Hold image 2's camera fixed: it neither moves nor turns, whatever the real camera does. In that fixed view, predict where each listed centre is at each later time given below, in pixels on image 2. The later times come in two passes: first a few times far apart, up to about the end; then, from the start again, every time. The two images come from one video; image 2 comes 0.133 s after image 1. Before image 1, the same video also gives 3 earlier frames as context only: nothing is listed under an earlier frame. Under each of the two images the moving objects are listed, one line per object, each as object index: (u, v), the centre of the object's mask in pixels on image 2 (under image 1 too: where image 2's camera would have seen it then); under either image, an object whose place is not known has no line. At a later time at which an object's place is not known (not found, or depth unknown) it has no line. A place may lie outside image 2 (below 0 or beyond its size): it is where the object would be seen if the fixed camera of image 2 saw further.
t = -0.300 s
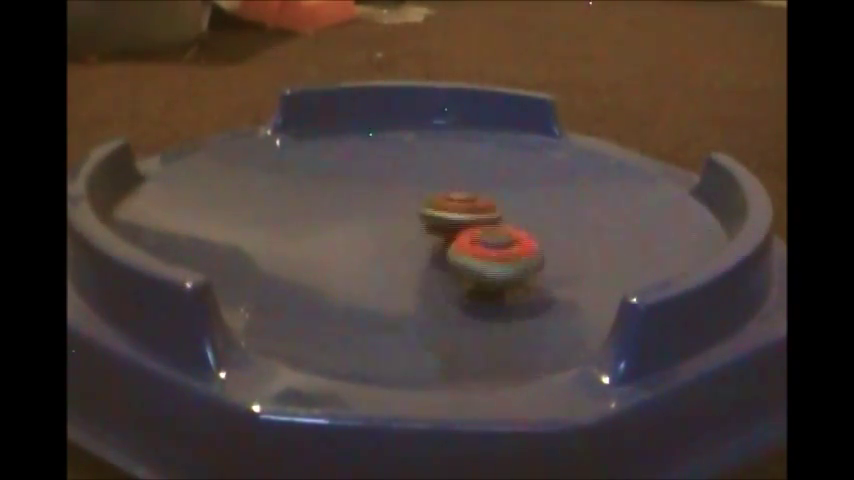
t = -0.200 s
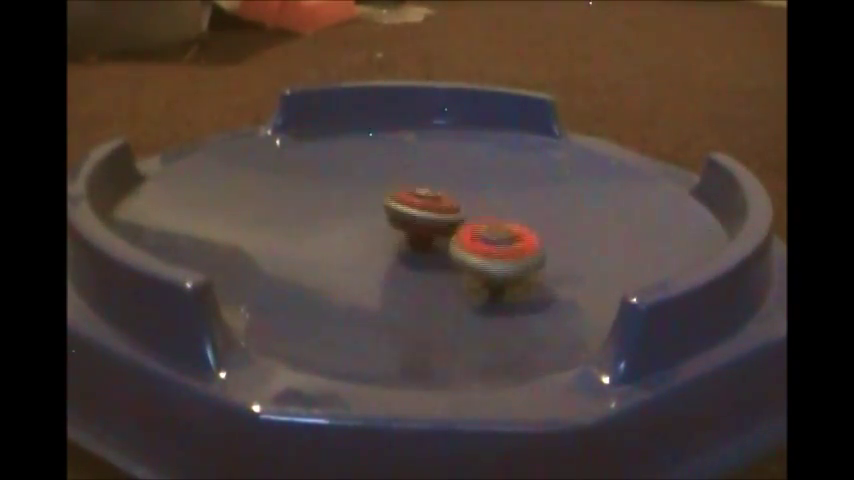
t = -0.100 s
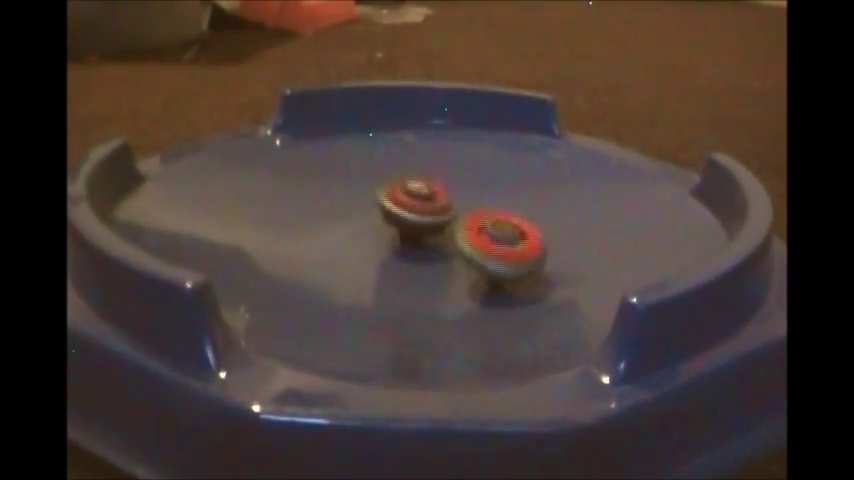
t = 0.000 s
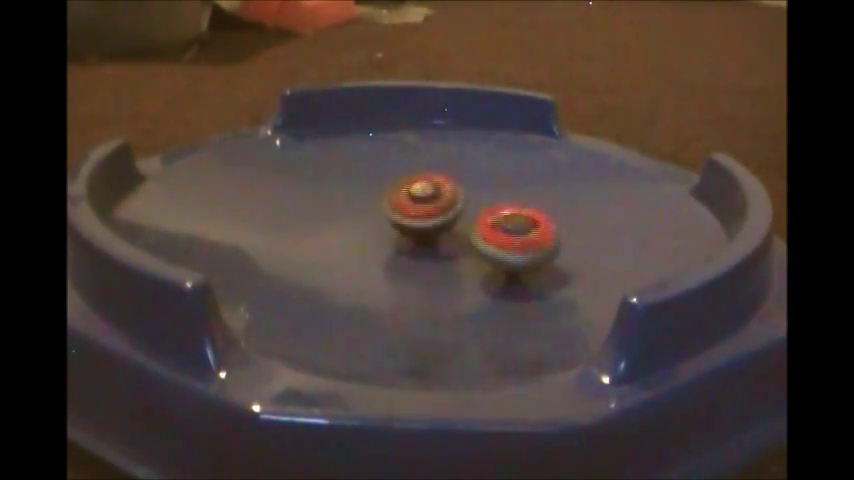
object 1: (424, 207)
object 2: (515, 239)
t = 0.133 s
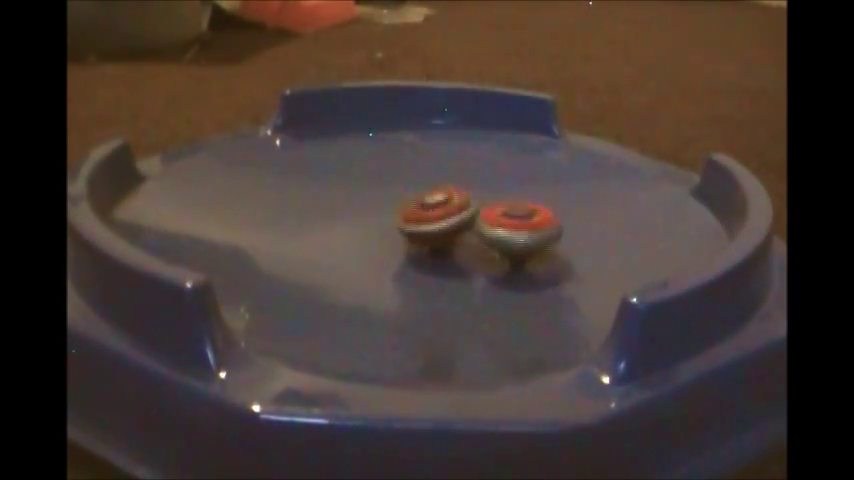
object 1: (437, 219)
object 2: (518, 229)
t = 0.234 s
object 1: (422, 225)
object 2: (514, 228)
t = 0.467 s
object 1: (377, 226)
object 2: (507, 223)
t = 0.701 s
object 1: (371, 220)
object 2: (500, 217)
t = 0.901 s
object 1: (395, 222)
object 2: (492, 212)
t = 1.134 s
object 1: (431, 242)
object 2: (489, 209)
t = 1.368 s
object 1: (443, 265)
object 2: (477, 208)
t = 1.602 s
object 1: (431, 269)
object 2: (472, 209)
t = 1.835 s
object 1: (436, 255)
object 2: (469, 205)
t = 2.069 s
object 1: (476, 245)
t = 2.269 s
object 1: (509, 247)
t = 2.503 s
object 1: (496, 249)
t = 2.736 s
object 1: (466, 240)
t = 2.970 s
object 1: (419, 225)
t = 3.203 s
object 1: (408, 210)
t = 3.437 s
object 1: (415, 215)
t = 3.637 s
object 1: (407, 218)
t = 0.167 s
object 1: (435, 220)
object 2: (516, 229)
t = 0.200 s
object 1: (429, 222)
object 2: (516, 228)
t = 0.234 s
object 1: (422, 225)
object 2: (514, 228)
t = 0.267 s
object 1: (413, 226)
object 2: (511, 228)
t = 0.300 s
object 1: (408, 227)
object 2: (510, 226)
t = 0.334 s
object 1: (400, 228)
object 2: (510, 227)
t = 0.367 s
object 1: (393, 229)
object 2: (511, 226)
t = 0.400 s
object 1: (387, 228)
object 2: (511, 225)
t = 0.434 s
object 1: (381, 227)
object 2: (510, 225)
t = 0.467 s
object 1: (377, 226)
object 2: (507, 223)
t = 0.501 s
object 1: (372, 225)
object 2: (507, 221)
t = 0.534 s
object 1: (371, 225)
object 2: (507, 221)
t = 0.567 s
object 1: (370, 224)
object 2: (507, 220)
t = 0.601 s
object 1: (370, 223)
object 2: (506, 219)
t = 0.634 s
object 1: (368, 221)
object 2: (504, 218)
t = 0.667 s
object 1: (370, 221)
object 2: (502, 217)
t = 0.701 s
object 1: (371, 220)
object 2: (500, 217)
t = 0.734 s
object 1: (374, 221)
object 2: (500, 216)
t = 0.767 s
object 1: (377, 220)
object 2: (499, 215)
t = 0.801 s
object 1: (382, 221)
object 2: (497, 214)
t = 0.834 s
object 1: (385, 221)
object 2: (494, 214)
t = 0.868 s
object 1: (391, 222)
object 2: (493, 213)
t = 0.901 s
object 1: (395, 222)
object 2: (492, 212)
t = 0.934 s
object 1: (401, 225)
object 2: (491, 212)
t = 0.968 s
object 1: (406, 226)
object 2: (490, 212)
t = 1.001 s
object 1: (411, 230)
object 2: (488, 211)
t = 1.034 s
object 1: (417, 232)
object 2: (488, 209)
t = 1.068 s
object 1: (422, 236)
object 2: (488, 211)
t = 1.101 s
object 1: (427, 238)
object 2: (489, 209)
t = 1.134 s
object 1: (431, 242)
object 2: (489, 209)
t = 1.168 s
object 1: (434, 245)
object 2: (488, 207)
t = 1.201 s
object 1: (437, 249)
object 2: (486, 205)
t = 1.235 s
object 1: (439, 253)
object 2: (484, 206)
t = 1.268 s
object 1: (441, 255)
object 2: (483, 205)
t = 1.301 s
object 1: (440, 259)
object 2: (481, 206)
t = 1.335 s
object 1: (441, 261)
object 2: (478, 205)
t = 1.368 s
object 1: (443, 265)
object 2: (477, 208)
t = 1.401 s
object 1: (442, 266)
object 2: (477, 208)
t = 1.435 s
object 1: (439, 268)
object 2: (478, 209)
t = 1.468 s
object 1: (437, 268)
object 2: (479, 211)
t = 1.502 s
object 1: (436, 268)
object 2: (476, 211)
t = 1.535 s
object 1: (434, 269)
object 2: (473, 209)
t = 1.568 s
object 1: (432, 269)
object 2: (471, 208)
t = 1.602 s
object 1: (431, 269)
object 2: (472, 209)
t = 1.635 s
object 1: (430, 268)
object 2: (472, 208)
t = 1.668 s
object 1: (428, 267)
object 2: (472, 207)
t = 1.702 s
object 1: (429, 264)
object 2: (471, 207)
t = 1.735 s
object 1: (430, 263)
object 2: (469, 205)
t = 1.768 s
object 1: (431, 259)
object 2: (468, 204)
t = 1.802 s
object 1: (433, 257)
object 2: (469, 205)
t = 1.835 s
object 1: (436, 255)
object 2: (469, 205)
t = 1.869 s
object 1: (441, 254)
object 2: (470, 204)
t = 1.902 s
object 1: (444, 251)
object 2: (472, 202)
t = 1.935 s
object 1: (450, 249)
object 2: (471, 200)
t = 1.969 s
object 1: (457, 247)
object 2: (469, 197)
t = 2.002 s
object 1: (463, 245)
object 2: (468, 195)
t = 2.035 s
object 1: (469, 245)
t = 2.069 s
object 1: (476, 245)
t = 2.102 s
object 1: (482, 244)
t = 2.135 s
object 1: (489, 245)
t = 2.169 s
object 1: (493, 245)
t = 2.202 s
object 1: (501, 246)
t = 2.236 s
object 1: (506, 246)
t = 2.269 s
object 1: (509, 247)
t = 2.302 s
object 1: (511, 249)
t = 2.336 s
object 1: (511, 251)
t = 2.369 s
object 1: (512, 251)
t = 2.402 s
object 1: (509, 253)
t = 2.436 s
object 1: (507, 252)
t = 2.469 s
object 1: (503, 249)
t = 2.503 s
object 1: (496, 249)
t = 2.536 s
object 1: (492, 249)
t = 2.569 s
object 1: (486, 248)
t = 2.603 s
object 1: (480, 249)
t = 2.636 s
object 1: (477, 246)
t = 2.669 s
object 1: (472, 244)
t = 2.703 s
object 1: (468, 242)
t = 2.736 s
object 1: (466, 240)
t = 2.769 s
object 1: (462, 237)
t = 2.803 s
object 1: (454, 237)
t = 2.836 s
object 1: (444, 234)
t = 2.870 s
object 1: (436, 233)
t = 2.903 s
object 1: (429, 230)
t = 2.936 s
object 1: (422, 227)
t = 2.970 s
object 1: (419, 225)
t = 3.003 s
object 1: (415, 224)
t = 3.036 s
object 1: (411, 220)
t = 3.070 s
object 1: (410, 216)
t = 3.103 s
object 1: (409, 214)
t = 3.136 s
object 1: (408, 213)
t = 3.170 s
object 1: (408, 211)
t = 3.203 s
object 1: (408, 210)
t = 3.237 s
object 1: (407, 211)
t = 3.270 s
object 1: (408, 211)
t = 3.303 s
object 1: (408, 212)
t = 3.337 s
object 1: (409, 213)
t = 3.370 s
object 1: (410, 213)
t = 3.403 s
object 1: (412, 214)
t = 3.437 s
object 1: (415, 215)
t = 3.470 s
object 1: (417, 217)
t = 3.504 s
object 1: (420, 218)
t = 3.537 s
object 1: (419, 219)
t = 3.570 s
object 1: (408, 215)
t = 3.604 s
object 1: (407, 217)
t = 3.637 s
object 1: (407, 218)
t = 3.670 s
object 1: (408, 219)
